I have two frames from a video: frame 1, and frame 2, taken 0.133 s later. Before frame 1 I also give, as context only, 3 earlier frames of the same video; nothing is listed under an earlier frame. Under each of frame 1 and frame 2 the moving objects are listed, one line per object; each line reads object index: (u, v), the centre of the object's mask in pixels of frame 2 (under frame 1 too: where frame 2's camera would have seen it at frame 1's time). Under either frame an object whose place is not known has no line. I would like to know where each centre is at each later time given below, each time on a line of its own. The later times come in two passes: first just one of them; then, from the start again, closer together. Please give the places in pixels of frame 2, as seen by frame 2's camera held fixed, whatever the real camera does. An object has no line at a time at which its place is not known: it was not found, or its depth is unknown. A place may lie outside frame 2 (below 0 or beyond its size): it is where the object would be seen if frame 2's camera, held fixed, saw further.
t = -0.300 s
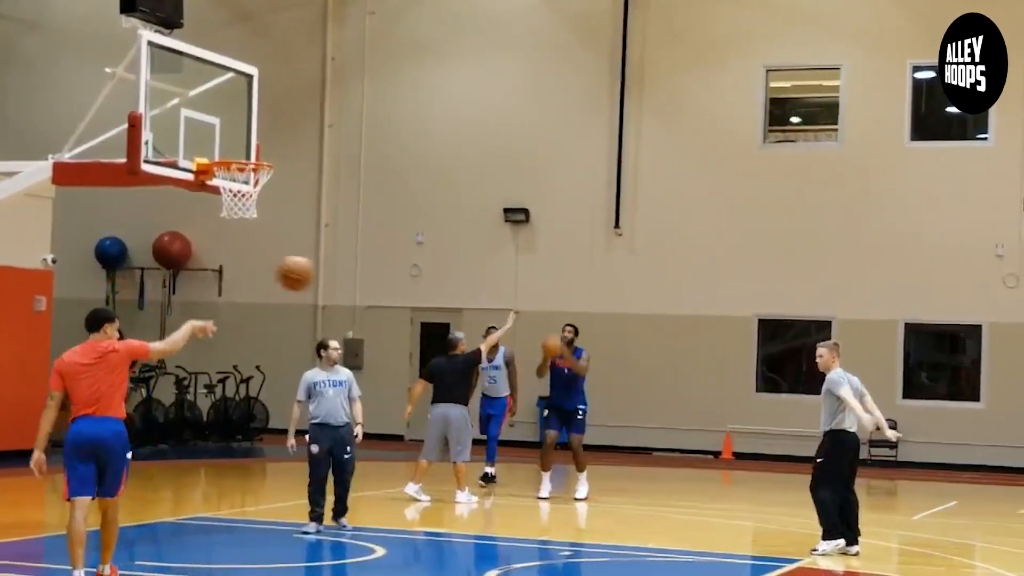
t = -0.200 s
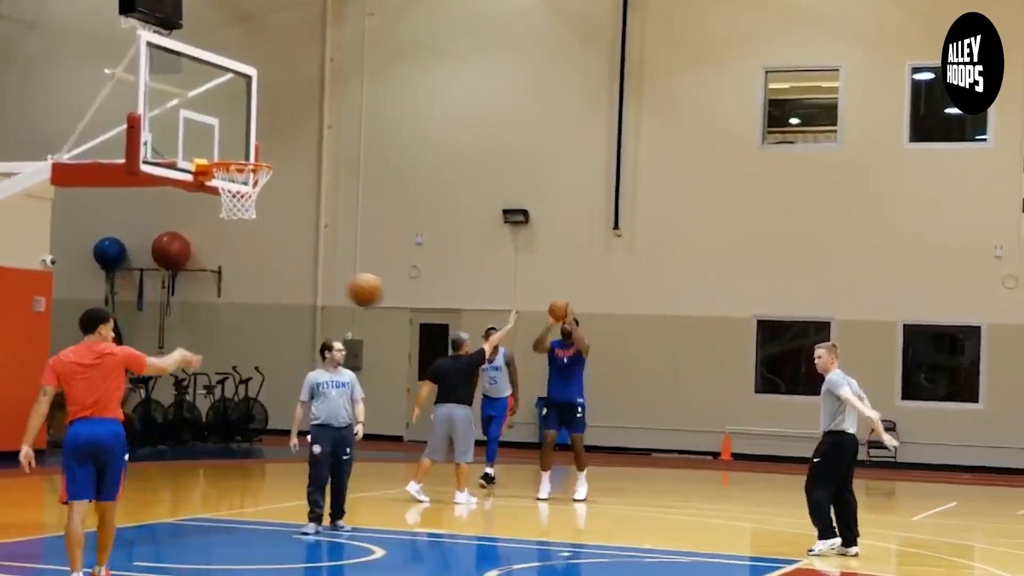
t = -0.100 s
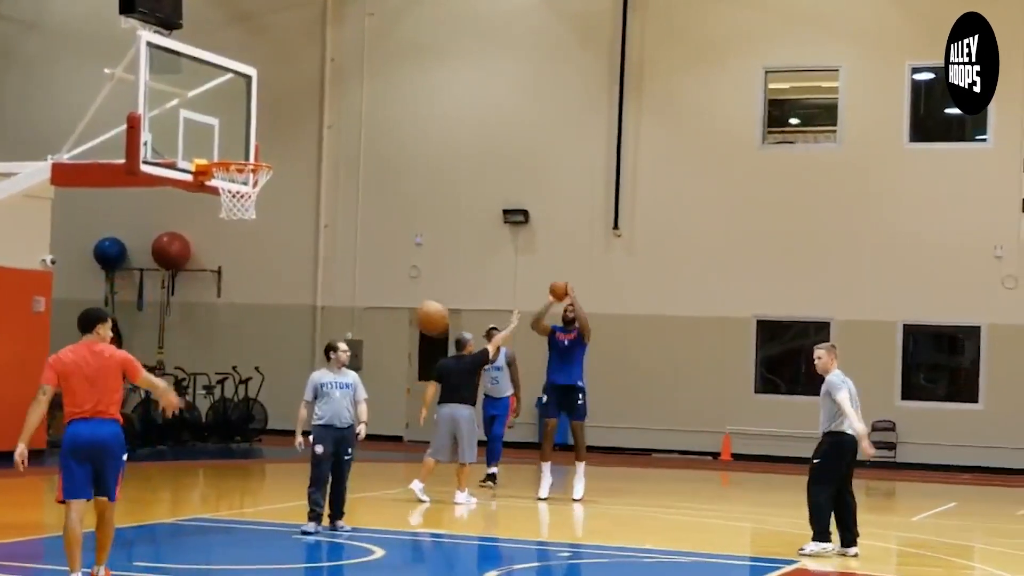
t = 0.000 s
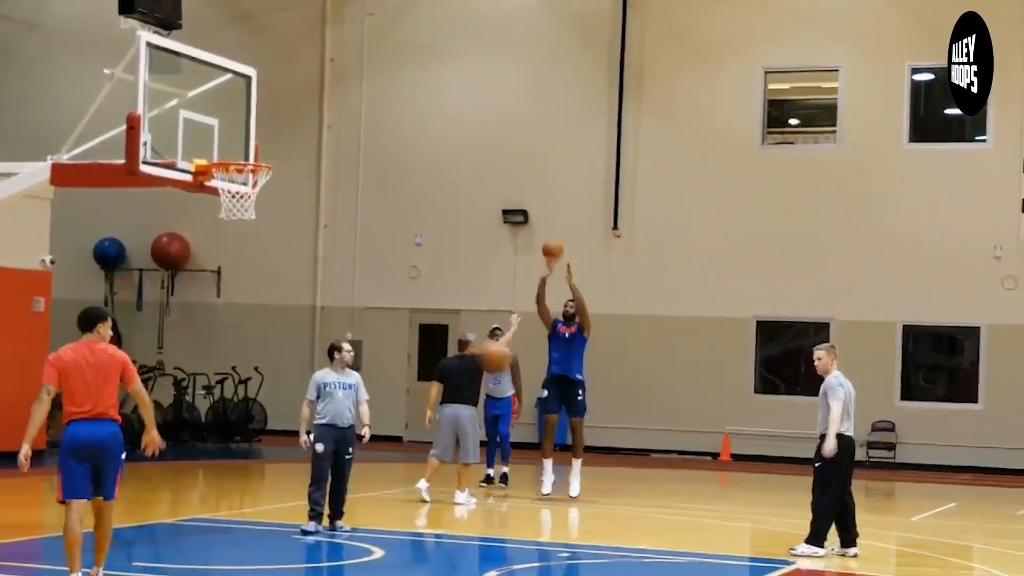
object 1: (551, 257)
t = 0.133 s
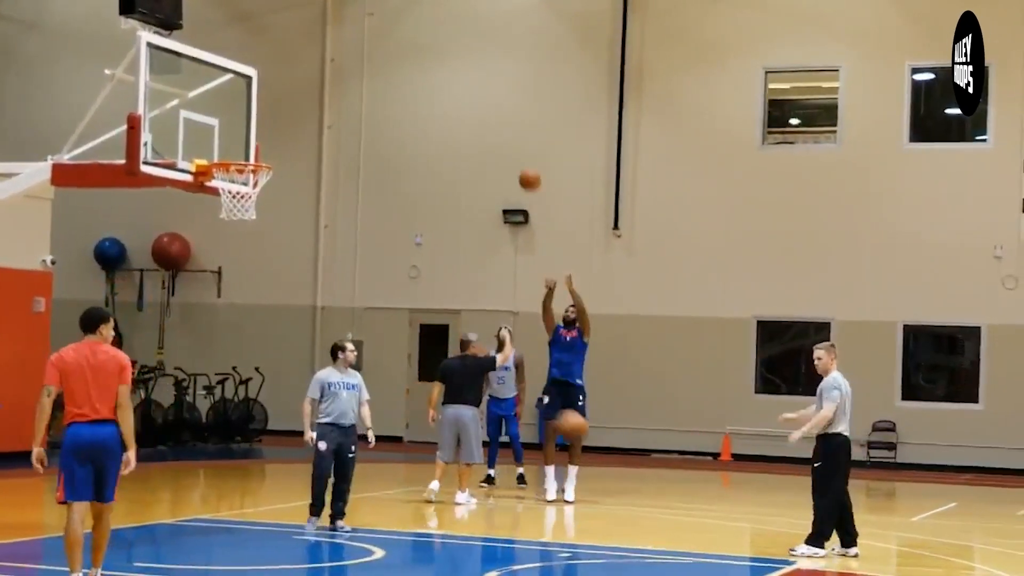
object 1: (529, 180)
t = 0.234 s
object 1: (513, 133)
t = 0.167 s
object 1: (525, 165)
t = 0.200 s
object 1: (519, 151)
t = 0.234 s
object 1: (513, 133)
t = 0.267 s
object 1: (508, 115)
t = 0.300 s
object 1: (500, 104)
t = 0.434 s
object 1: (463, 62)
